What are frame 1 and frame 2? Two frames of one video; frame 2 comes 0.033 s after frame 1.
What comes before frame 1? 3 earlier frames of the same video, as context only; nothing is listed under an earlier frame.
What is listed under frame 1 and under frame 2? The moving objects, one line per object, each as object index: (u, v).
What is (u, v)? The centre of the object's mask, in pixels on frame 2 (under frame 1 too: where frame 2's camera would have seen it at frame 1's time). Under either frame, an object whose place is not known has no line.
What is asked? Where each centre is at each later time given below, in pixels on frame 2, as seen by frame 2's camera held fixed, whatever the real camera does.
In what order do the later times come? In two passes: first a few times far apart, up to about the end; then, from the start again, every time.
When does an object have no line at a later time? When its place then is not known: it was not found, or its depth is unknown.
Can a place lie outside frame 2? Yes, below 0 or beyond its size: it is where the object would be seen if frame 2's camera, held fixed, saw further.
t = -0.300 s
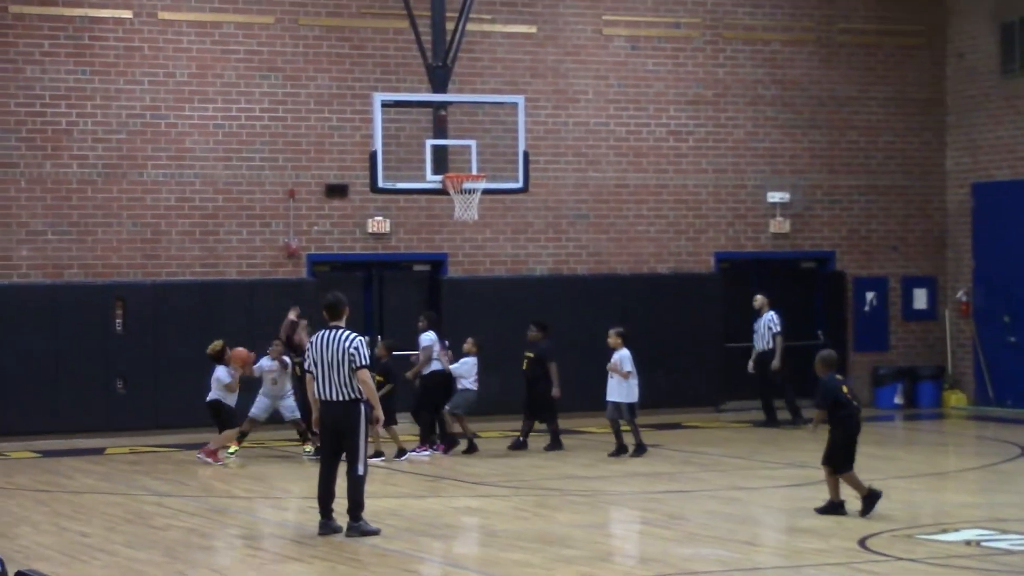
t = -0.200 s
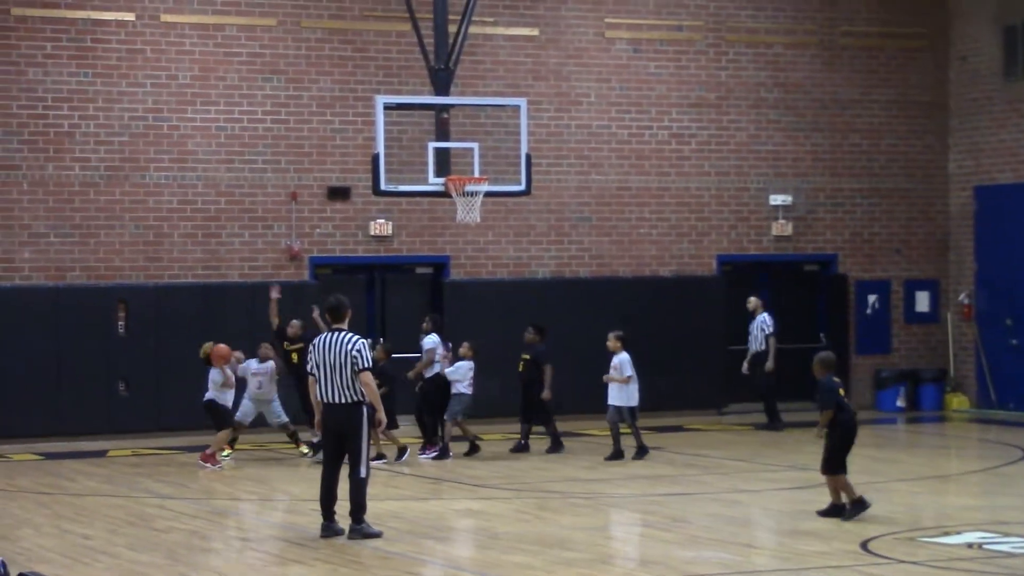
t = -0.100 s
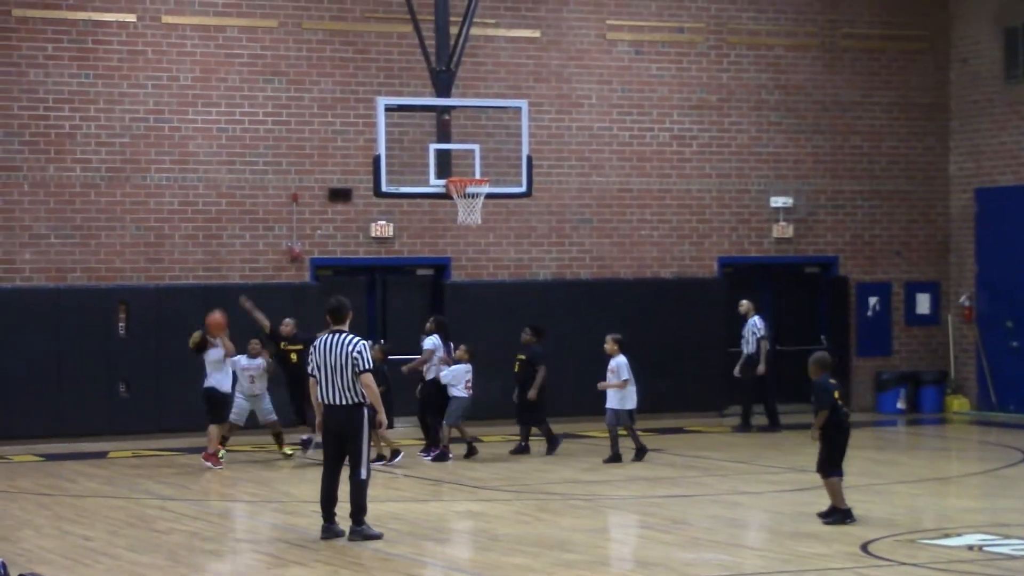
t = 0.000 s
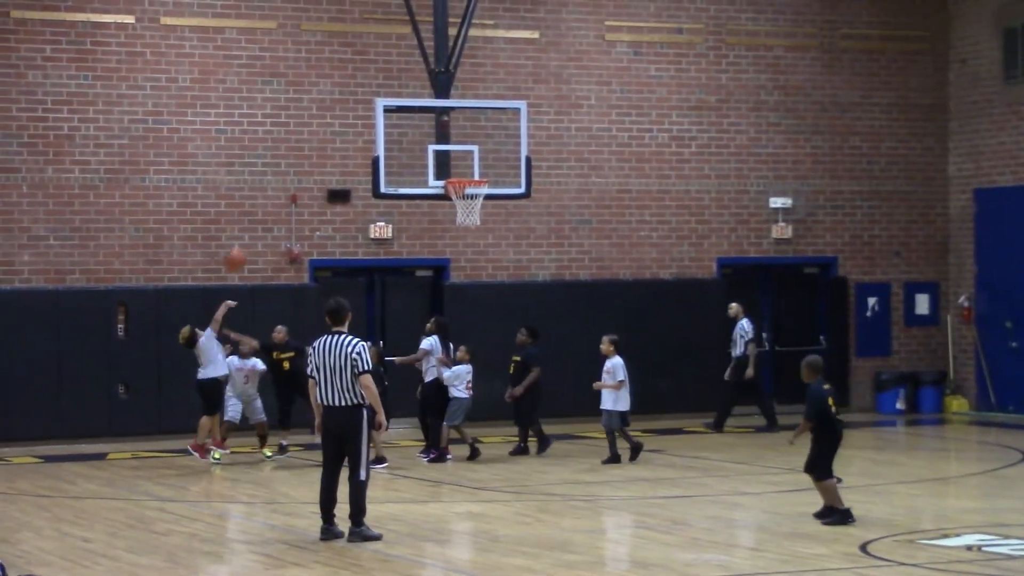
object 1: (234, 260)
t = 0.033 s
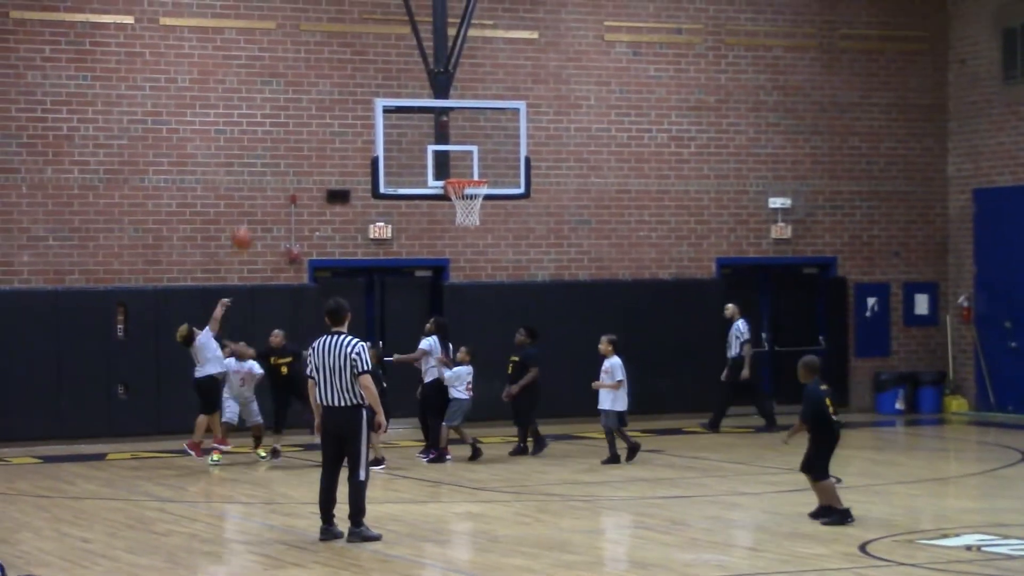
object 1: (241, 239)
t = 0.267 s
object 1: (294, 127)
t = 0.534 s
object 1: (350, 63)
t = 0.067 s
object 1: (249, 218)
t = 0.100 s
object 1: (257, 200)
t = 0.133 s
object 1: (265, 183)
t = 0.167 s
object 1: (272, 167)
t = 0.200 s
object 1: (278, 153)
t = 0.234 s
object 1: (286, 140)
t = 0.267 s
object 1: (294, 127)
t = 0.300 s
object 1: (301, 116)
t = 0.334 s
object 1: (308, 104)
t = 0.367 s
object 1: (316, 95)
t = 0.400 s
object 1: (323, 86)
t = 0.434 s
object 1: (330, 79)
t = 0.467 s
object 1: (337, 73)
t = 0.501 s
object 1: (344, 67)
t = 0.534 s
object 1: (350, 63)
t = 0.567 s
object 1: (357, 60)
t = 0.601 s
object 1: (365, 58)
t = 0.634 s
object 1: (371, 57)
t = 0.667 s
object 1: (377, 57)
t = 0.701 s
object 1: (385, 57)
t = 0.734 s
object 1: (391, 59)
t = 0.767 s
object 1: (398, 62)
